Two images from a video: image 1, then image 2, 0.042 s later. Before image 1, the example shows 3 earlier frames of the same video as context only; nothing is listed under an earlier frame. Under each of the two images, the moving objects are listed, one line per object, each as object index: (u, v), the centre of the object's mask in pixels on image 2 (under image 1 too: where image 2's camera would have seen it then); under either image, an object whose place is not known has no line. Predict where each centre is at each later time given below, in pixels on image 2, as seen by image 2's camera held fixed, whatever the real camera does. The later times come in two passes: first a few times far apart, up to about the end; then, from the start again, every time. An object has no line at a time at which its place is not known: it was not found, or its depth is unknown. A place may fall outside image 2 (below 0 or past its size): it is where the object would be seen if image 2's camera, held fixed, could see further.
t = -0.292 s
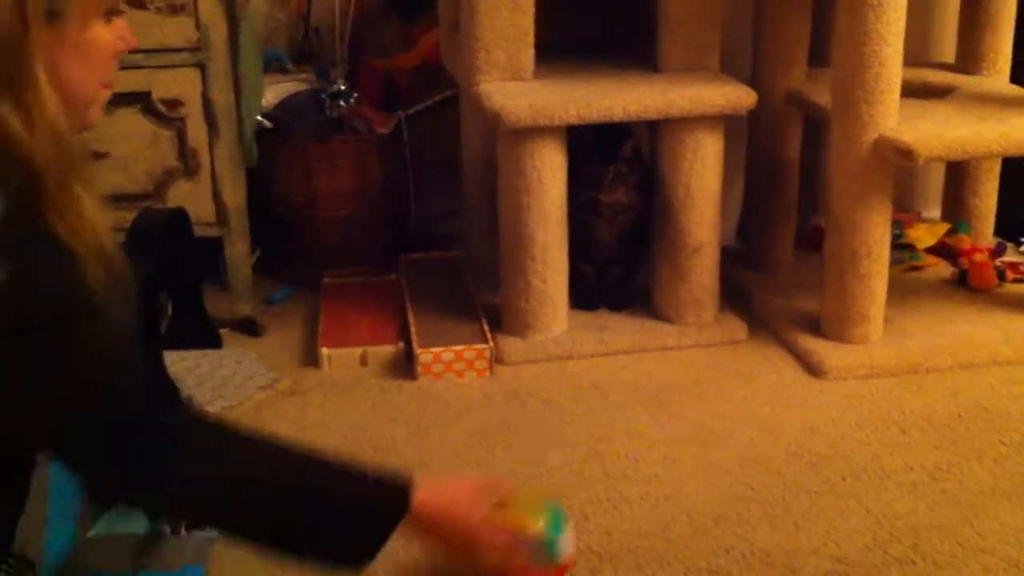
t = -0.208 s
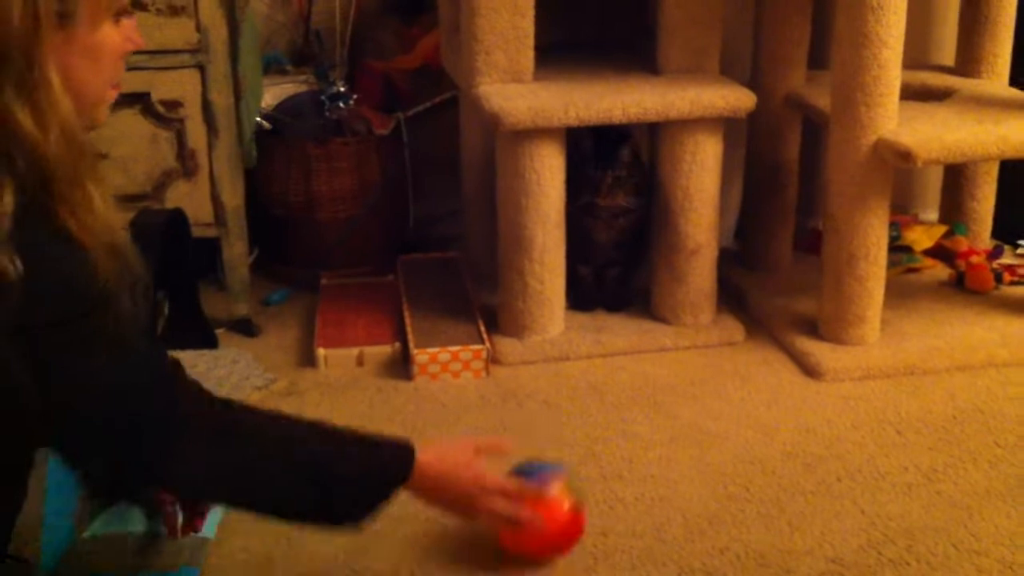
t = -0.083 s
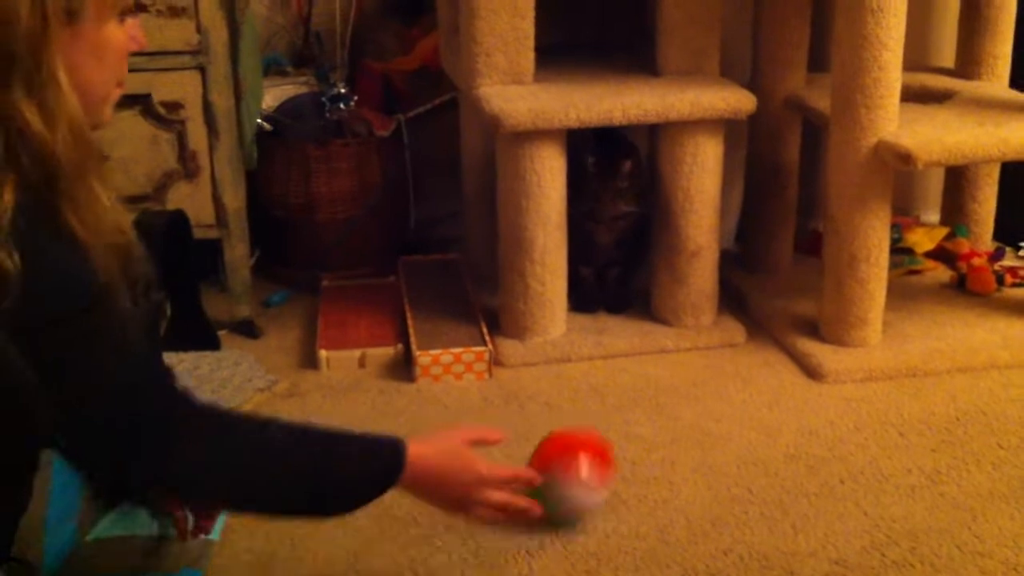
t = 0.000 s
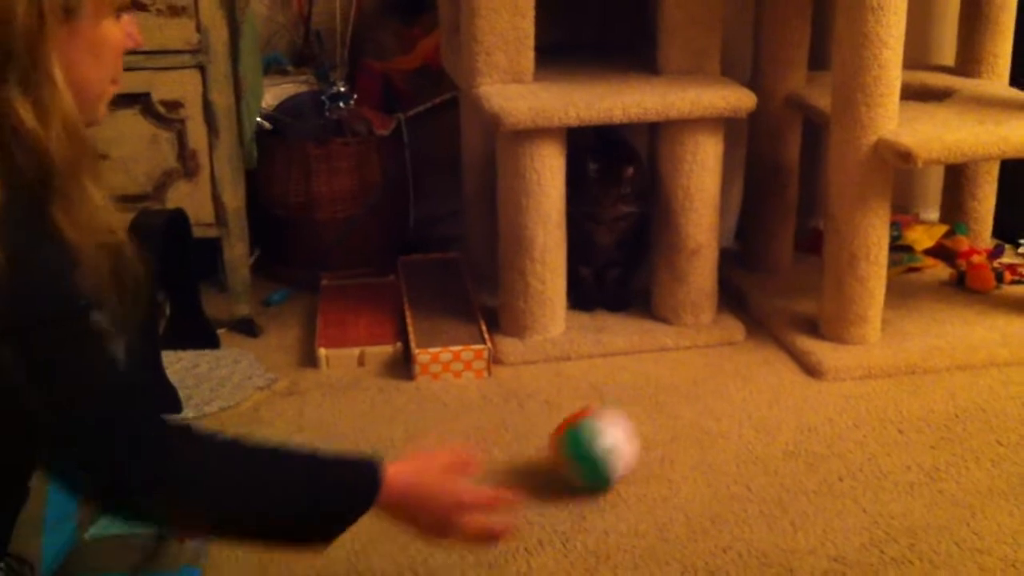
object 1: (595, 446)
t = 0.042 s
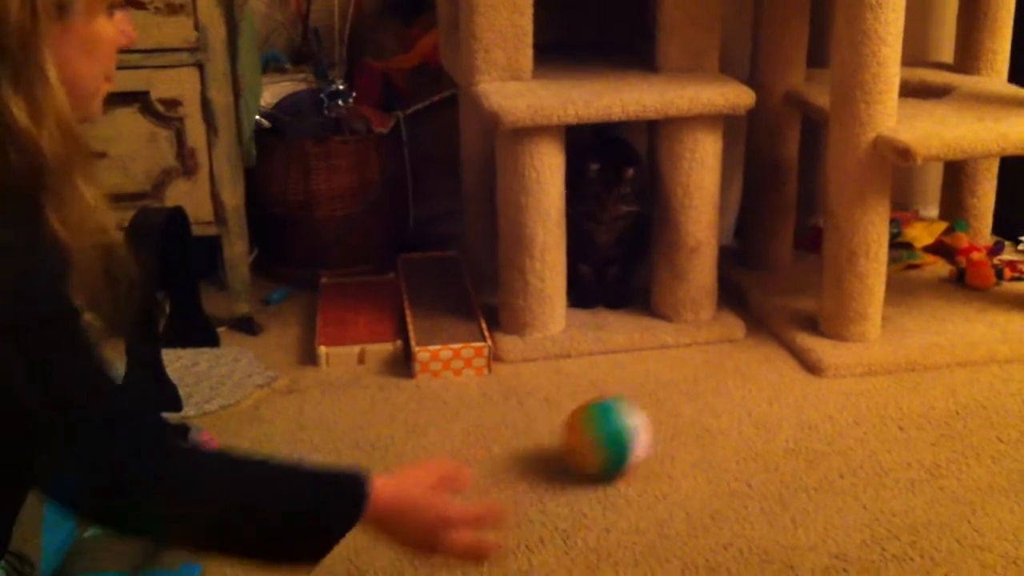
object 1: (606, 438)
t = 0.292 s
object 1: (664, 392)
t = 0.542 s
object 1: (724, 366)
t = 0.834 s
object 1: (800, 351)
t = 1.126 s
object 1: (833, 361)
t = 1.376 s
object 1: (851, 383)
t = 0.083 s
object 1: (619, 424)
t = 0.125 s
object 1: (628, 419)
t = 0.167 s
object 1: (638, 412)
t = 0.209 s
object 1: (648, 404)
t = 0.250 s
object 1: (655, 399)
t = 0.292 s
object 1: (664, 392)
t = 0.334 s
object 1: (673, 387)
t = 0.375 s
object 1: (682, 383)
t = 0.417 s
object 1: (692, 377)
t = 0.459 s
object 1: (703, 371)
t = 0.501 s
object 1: (713, 368)
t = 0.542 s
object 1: (724, 366)
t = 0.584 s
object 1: (739, 361)
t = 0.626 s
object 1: (750, 360)
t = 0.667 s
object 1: (760, 355)
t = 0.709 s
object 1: (773, 353)
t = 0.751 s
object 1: (781, 352)
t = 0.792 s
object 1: (790, 352)
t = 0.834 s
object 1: (800, 351)
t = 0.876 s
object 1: (807, 350)
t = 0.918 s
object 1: (813, 349)
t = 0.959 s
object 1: (816, 351)
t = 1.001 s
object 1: (819, 353)
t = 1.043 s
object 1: (823, 355)
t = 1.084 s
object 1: (827, 358)
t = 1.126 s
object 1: (833, 361)
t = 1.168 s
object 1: (838, 364)
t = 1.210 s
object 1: (843, 367)
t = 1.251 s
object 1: (845, 370)
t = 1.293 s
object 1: (847, 373)
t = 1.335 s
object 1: (849, 379)
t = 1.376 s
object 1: (851, 383)
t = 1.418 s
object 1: (855, 386)
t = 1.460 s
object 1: (856, 390)
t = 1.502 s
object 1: (857, 392)
